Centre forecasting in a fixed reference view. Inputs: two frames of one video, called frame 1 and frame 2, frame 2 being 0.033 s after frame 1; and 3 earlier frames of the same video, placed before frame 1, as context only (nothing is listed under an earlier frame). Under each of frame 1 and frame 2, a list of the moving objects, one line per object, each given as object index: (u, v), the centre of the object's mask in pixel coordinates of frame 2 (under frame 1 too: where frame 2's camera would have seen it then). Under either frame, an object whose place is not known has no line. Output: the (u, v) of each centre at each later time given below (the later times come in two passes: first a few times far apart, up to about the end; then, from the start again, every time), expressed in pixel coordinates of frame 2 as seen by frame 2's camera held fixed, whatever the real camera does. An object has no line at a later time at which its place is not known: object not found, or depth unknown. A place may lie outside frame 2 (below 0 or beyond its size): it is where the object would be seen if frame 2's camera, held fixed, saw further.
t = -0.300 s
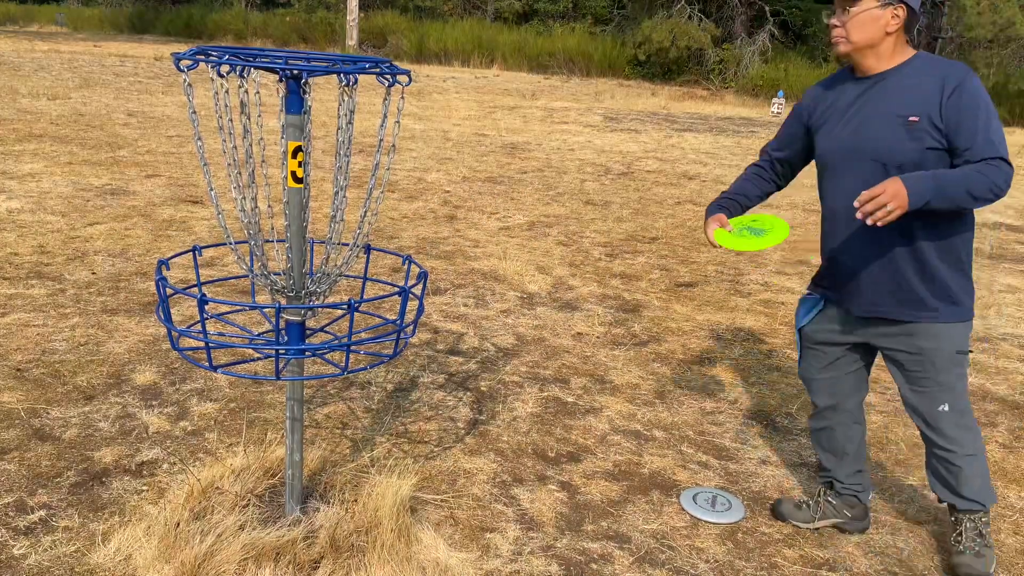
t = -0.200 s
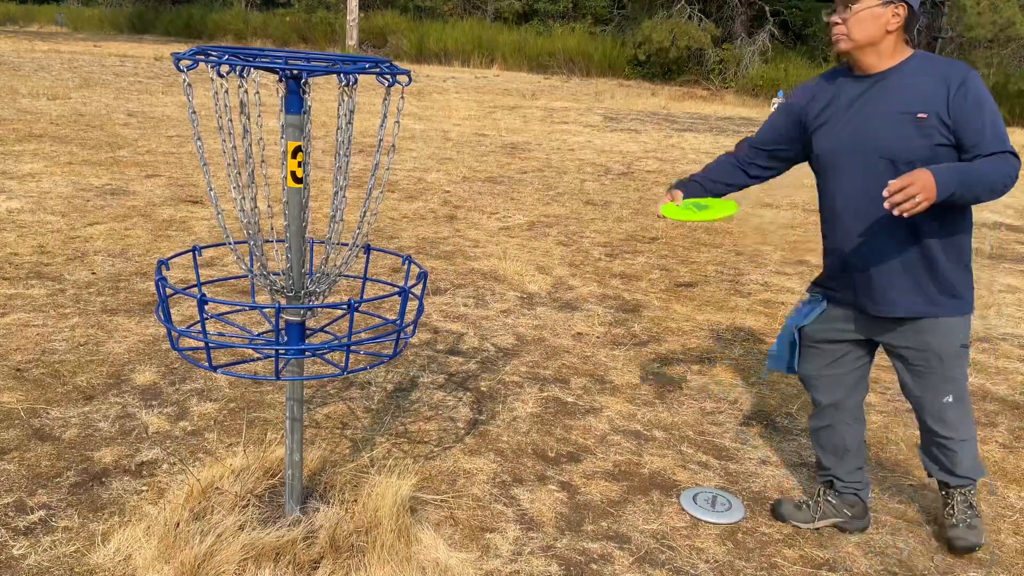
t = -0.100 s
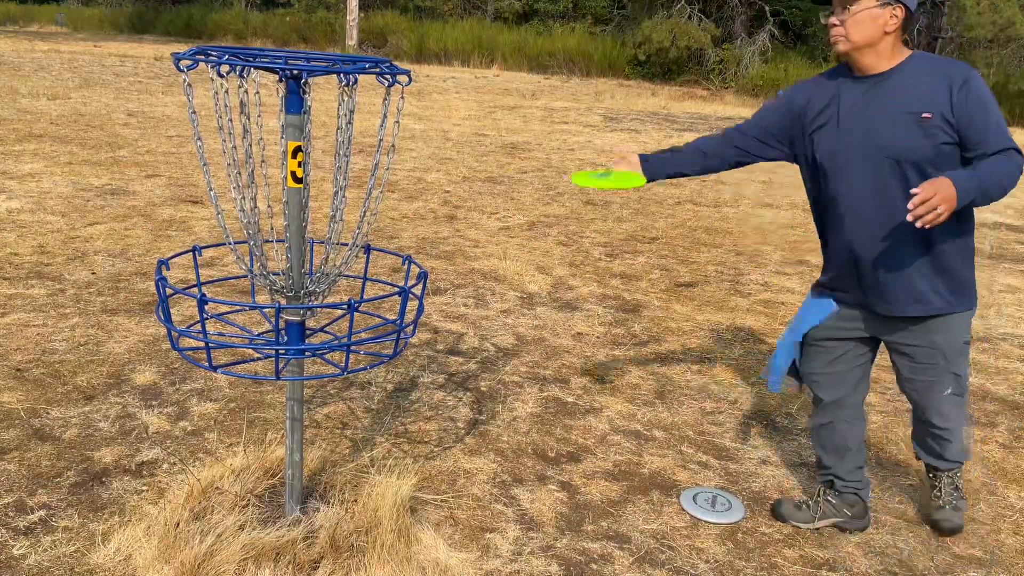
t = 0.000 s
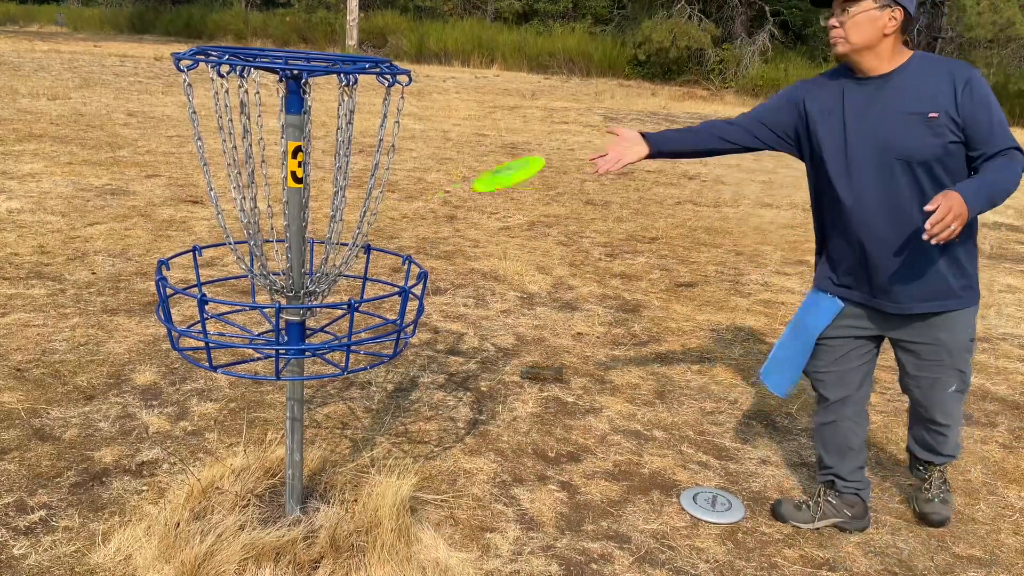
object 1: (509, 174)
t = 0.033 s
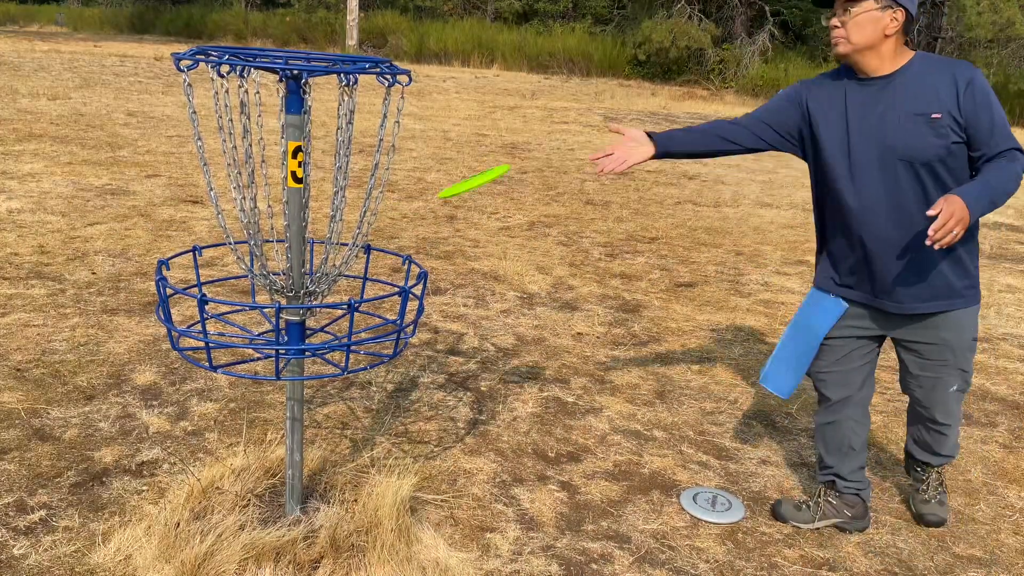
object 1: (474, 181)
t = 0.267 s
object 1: (334, 275)
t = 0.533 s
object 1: (369, 326)
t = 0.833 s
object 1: (368, 333)
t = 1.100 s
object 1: (368, 333)
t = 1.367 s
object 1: (368, 333)
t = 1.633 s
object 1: (368, 333)
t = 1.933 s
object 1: (368, 333)
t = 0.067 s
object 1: (443, 191)
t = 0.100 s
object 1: (405, 208)
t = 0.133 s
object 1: (388, 224)
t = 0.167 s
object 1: (364, 238)
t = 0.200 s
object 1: (348, 251)
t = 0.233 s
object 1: (338, 263)
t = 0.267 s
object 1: (334, 275)
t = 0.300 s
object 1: (331, 297)
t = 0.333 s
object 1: (332, 311)
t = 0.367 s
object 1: (343, 318)
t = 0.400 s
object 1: (355, 323)
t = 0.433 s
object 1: (362, 328)
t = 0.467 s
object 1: (365, 327)
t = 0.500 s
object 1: (367, 325)
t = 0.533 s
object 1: (369, 326)
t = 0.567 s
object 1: (376, 326)
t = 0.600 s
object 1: (372, 332)
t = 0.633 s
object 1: (370, 331)
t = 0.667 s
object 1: (369, 331)
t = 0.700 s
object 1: (369, 332)
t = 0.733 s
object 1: (369, 332)
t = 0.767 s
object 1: (369, 333)
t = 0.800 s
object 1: (368, 333)
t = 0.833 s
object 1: (368, 333)
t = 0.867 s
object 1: (368, 333)
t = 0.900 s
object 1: (368, 333)
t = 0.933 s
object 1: (368, 333)
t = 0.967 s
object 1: (368, 333)
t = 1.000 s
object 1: (368, 333)
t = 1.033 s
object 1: (368, 333)
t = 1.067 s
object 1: (368, 333)
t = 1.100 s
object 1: (368, 333)
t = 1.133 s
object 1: (368, 333)
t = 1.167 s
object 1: (368, 333)
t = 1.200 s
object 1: (368, 333)
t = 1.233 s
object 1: (368, 333)
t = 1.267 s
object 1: (368, 333)
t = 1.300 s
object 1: (368, 333)
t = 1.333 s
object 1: (368, 333)
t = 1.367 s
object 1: (368, 333)
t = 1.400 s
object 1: (368, 333)
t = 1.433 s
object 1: (368, 333)
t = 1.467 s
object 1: (368, 333)
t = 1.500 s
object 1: (368, 333)
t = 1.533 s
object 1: (368, 333)
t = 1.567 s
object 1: (368, 333)
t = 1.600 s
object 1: (368, 333)
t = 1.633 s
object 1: (368, 333)
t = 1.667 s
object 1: (368, 333)
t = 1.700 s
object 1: (368, 333)
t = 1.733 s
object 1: (368, 333)
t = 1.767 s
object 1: (368, 333)
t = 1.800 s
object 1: (368, 333)
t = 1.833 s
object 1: (368, 333)
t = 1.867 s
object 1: (368, 333)
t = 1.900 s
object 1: (368, 333)
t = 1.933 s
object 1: (368, 333)
